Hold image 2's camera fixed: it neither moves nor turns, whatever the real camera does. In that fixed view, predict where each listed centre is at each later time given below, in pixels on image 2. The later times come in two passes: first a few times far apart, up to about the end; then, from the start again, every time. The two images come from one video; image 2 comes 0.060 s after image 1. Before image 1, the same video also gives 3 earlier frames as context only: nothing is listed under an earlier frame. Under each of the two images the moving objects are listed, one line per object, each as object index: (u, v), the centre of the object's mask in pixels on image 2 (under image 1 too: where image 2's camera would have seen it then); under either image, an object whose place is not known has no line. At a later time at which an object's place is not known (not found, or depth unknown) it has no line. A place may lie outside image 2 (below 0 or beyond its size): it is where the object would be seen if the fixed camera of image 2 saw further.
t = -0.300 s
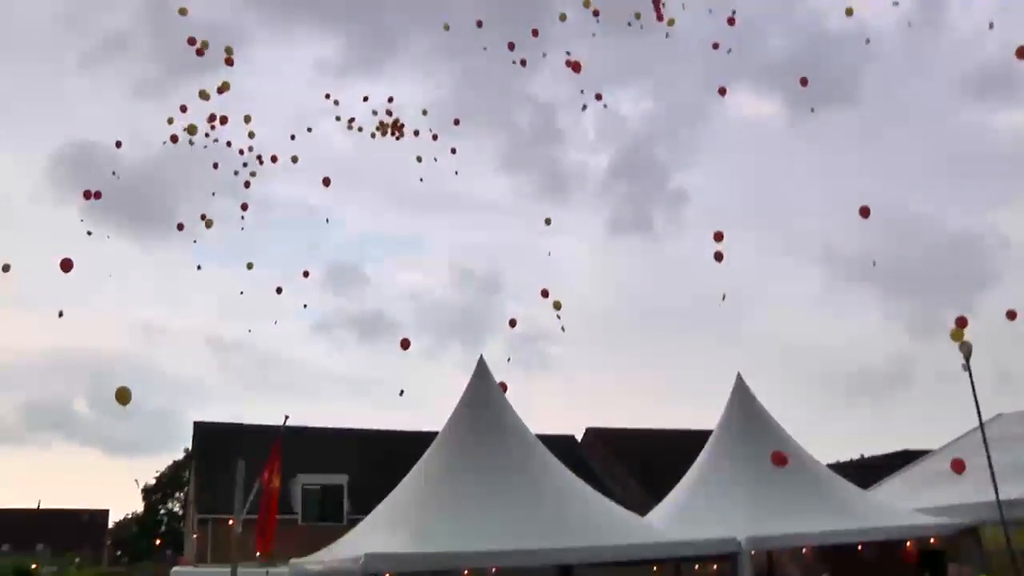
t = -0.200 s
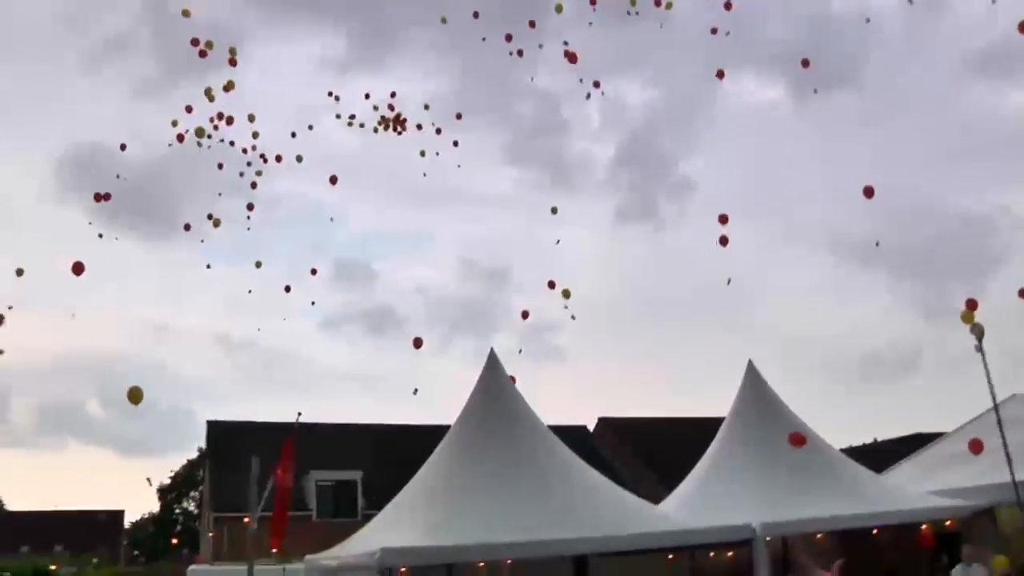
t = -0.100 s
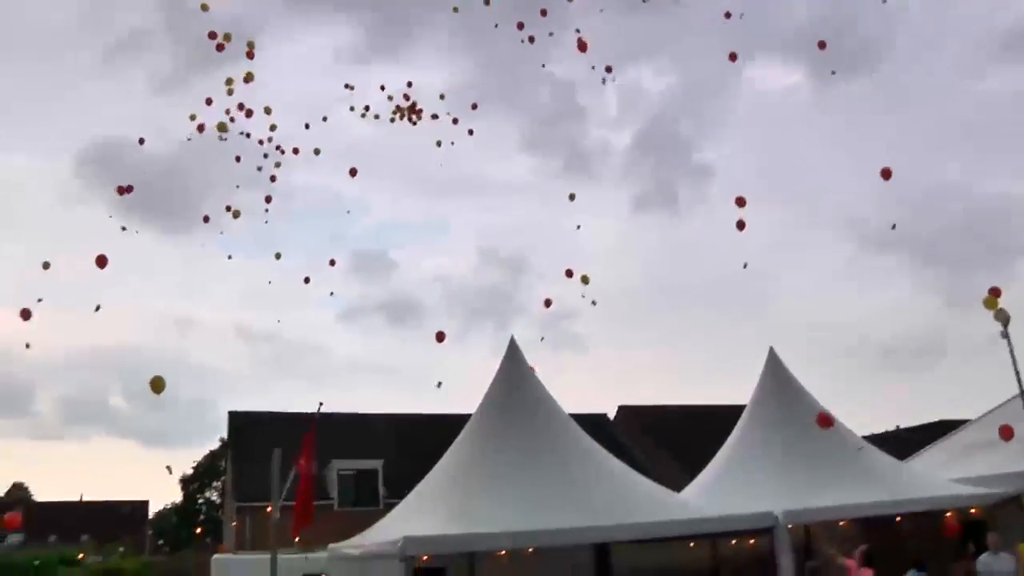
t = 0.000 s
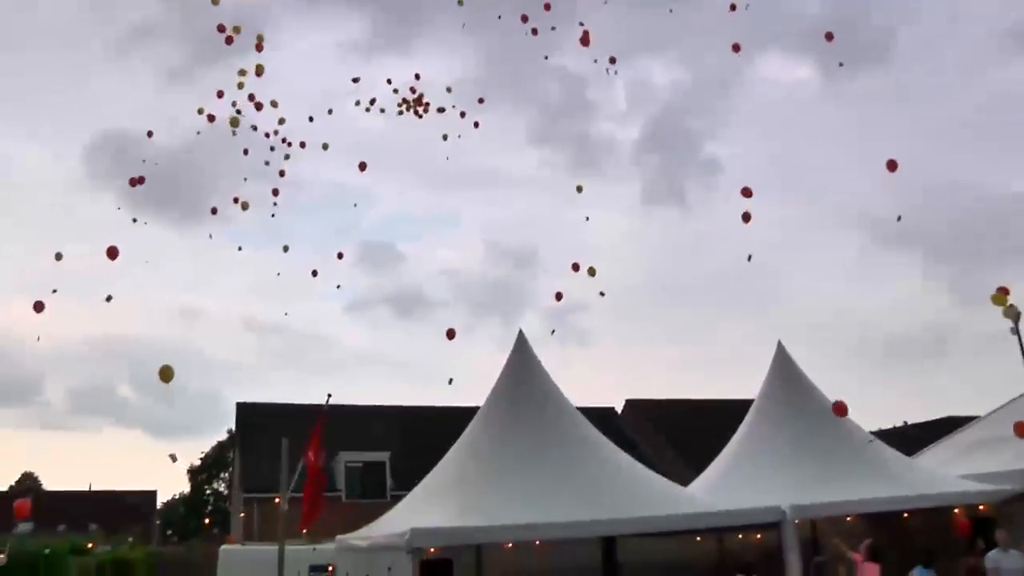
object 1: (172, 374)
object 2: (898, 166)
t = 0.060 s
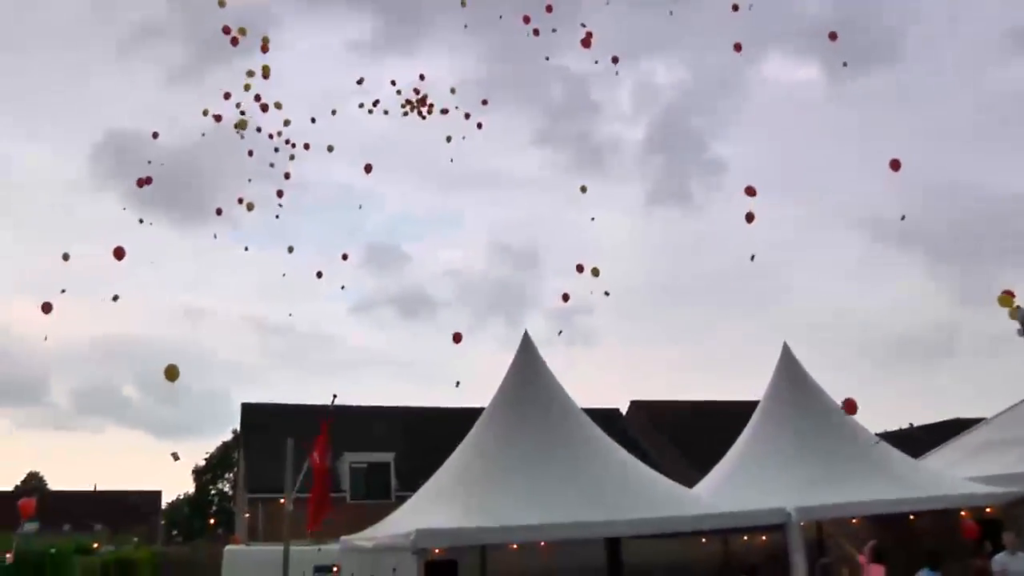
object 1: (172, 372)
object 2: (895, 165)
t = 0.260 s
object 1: (170, 368)
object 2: (883, 158)
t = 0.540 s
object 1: (172, 361)
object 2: (868, 149)
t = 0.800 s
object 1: (178, 356)
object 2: (856, 142)
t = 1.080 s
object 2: (843, 133)
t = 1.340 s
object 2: (831, 126)
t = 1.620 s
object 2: (822, 117)
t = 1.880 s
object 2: (815, 109)
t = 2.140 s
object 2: (807, 102)
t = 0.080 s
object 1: (172, 372)
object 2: (894, 164)
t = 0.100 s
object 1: (171, 372)
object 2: (892, 163)
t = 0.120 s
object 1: (171, 371)
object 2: (891, 162)
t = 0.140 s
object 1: (171, 371)
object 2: (890, 162)
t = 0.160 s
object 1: (171, 370)
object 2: (889, 161)
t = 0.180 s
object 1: (171, 370)
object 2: (888, 160)
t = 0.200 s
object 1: (171, 369)
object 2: (887, 160)
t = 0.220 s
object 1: (170, 369)
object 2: (886, 159)
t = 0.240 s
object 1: (170, 368)
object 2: (884, 158)
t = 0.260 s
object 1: (170, 368)
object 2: (883, 158)
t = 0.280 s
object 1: (170, 367)
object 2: (882, 157)
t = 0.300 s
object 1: (170, 367)
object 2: (881, 157)
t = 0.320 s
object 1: (170, 366)
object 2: (880, 156)
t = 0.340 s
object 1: (170, 366)
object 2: (879, 155)
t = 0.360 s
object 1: (170, 365)
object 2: (877, 154)
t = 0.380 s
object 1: (170, 365)
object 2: (876, 154)
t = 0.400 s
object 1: (170, 364)
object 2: (875, 154)
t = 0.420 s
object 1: (171, 364)
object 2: (874, 153)
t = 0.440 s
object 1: (171, 363)
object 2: (874, 152)
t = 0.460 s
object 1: (171, 363)
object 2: (872, 151)
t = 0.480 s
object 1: (171, 362)
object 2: (871, 151)
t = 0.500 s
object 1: (172, 362)
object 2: (870, 150)
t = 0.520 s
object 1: (172, 362)
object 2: (869, 150)
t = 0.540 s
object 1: (172, 361)
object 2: (868, 149)
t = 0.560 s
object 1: (172, 360)
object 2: (867, 148)
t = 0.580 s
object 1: (173, 360)
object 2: (866, 148)
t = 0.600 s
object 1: (173, 360)
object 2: (865, 147)
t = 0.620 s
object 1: (174, 359)
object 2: (864, 147)
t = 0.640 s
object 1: (174, 359)
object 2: (863, 146)
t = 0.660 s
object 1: (175, 358)
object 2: (862, 146)
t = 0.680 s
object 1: (175, 358)
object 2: (862, 145)
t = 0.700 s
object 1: (176, 358)
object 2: (860, 145)
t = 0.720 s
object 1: (177, 357)
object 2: (859, 144)
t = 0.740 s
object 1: (177, 357)
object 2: (858, 144)
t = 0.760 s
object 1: (178, 356)
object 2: (858, 143)
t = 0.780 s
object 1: (178, 356)
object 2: (857, 142)
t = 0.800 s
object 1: (178, 356)
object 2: (856, 142)
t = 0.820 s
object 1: (179, 355)
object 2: (855, 141)
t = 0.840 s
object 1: (179, 355)
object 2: (854, 141)
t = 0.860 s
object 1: (179, 355)
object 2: (853, 140)
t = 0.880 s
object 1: (180, 354)
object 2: (852, 139)
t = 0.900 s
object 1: (180, 354)
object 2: (851, 139)
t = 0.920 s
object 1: (181, 353)
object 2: (850, 138)
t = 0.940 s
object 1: (181, 353)
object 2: (849, 137)
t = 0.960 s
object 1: (181, 353)
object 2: (848, 137)
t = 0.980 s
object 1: (181, 352)
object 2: (847, 136)
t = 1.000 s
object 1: (182, 352)
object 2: (846, 135)
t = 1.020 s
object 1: (182, 352)
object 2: (845, 135)
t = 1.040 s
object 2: (845, 134)
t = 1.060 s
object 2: (844, 134)
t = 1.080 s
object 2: (843, 133)
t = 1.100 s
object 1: (184, 350)
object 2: (842, 133)
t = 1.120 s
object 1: (184, 350)
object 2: (841, 132)
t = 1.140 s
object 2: (840, 131)
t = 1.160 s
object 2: (839, 131)
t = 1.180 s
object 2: (838, 130)
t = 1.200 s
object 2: (837, 130)
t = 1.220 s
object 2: (836, 129)
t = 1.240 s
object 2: (835, 129)
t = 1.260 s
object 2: (834, 128)
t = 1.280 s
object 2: (833, 128)
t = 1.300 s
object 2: (833, 127)
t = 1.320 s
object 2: (832, 127)
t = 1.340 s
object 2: (831, 126)
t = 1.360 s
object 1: (188, 345)
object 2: (830, 126)
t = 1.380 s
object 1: (188, 344)
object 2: (829, 125)
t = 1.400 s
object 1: (188, 344)
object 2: (829, 125)
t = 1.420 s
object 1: (188, 343)
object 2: (828, 124)
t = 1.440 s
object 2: (828, 123)
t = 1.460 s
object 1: (188, 343)
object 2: (826, 123)
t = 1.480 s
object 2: (826, 122)
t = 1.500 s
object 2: (825, 121)
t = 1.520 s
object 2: (825, 120)
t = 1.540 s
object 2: (824, 119)
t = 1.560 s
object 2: (823, 119)
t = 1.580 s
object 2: (823, 118)
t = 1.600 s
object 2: (822, 117)
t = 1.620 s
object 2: (822, 117)
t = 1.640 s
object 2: (821, 116)
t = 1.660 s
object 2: (821, 116)
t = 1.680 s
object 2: (820, 115)
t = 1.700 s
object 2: (820, 115)
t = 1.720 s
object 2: (819, 114)
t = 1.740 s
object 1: (185, 338)
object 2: (818, 114)
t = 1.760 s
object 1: (184, 338)
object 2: (818, 113)
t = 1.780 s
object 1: (184, 337)
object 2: (818, 112)
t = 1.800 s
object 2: (817, 111)
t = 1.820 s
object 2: (816, 111)
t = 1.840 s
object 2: (816, 110)
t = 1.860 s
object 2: (815, 110)
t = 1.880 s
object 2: (815, 109)
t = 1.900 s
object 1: (182, 336)
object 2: (814, 109)
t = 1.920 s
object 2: (814, 108)
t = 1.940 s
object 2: (813, 107)
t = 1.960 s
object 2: (813, 107)
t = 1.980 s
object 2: (812, 106)
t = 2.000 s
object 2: (811, 106)
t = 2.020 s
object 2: (811, 105)
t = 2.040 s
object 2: (810, 105)
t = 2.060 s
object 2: (810, 104)
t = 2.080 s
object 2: (809, 104)
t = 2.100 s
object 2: (808, 103)
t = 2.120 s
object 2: (808, 102)
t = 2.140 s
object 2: (807, 102)
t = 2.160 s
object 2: (807, 101)
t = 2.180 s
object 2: (806, 100)
